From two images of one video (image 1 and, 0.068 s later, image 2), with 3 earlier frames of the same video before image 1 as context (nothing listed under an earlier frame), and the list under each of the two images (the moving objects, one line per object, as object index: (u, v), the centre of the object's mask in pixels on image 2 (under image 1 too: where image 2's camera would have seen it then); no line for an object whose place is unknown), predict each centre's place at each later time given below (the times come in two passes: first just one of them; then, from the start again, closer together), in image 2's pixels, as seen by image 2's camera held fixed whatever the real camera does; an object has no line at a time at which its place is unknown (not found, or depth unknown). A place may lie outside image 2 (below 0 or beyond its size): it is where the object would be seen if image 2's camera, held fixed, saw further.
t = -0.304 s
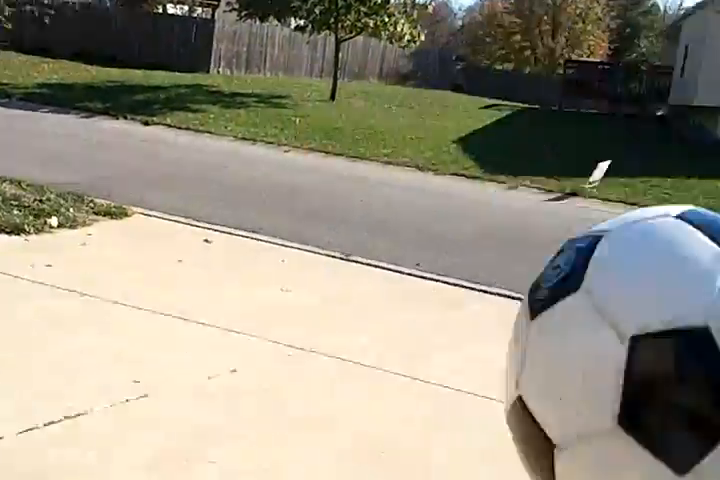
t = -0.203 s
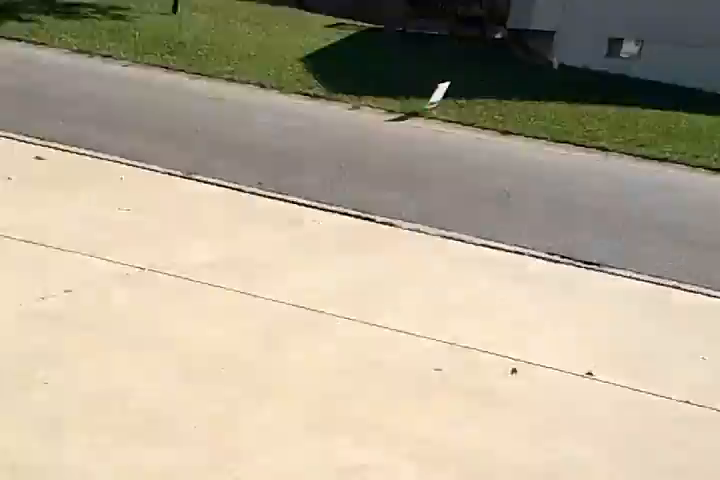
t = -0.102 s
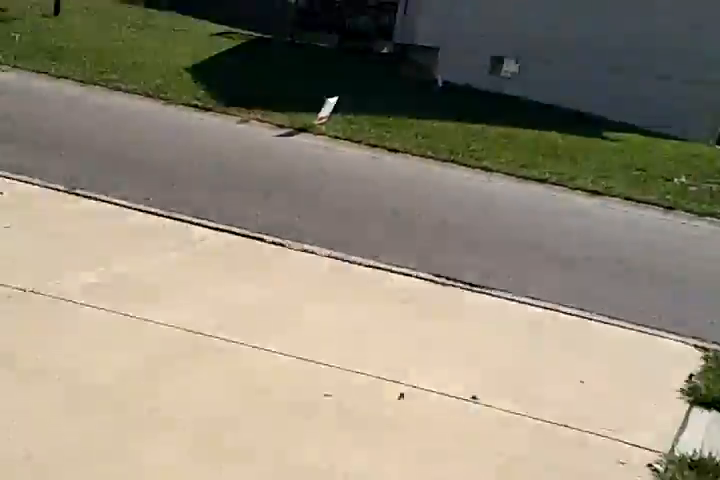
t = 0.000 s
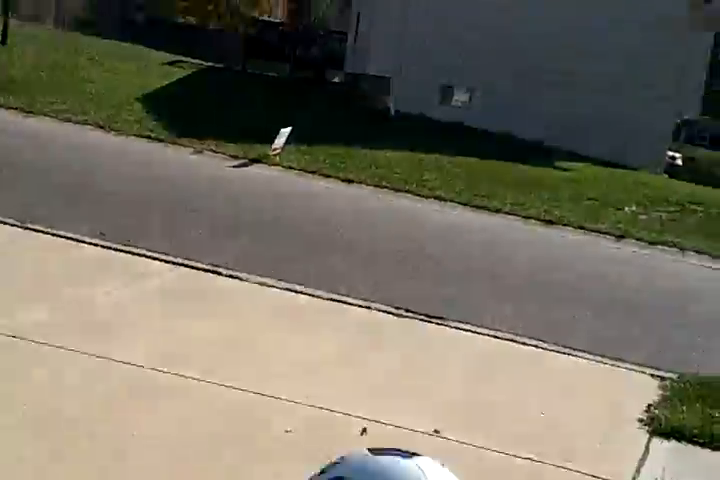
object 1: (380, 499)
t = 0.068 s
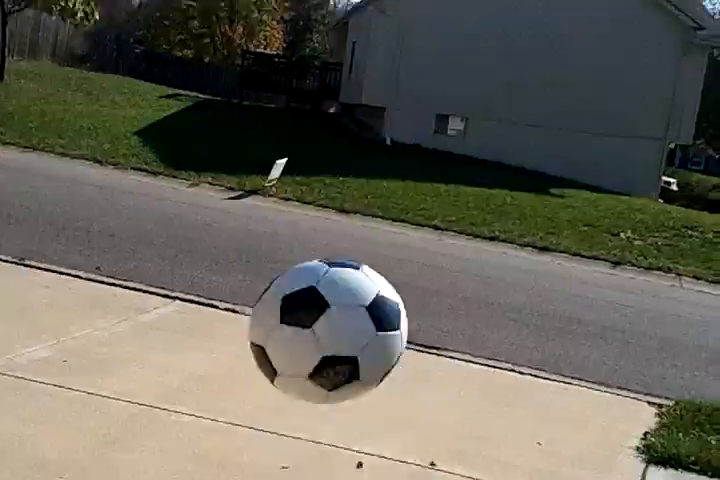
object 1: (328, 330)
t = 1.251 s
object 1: (136, 214)
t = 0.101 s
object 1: (315, 252)
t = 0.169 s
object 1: (281, 149)
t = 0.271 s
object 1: (241, 80)
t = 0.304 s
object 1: (231, 75)
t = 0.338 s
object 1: (221, 73)
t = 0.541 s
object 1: (173, 149)
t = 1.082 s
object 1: (133, 267)
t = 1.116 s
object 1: (135, 252)
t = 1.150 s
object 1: (135, 239)
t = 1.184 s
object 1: (136, 229)
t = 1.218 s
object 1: (137, 219)
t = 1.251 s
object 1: (136, 214)
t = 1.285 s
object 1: (136, 210)
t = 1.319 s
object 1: (136, 209)
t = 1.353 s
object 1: (136, 208)
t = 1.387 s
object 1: (135, 209)
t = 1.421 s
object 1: (134, 213)
